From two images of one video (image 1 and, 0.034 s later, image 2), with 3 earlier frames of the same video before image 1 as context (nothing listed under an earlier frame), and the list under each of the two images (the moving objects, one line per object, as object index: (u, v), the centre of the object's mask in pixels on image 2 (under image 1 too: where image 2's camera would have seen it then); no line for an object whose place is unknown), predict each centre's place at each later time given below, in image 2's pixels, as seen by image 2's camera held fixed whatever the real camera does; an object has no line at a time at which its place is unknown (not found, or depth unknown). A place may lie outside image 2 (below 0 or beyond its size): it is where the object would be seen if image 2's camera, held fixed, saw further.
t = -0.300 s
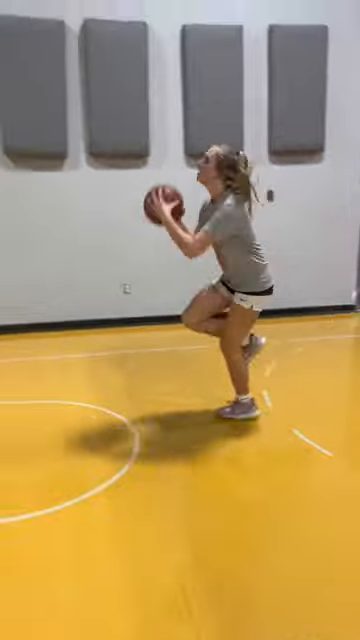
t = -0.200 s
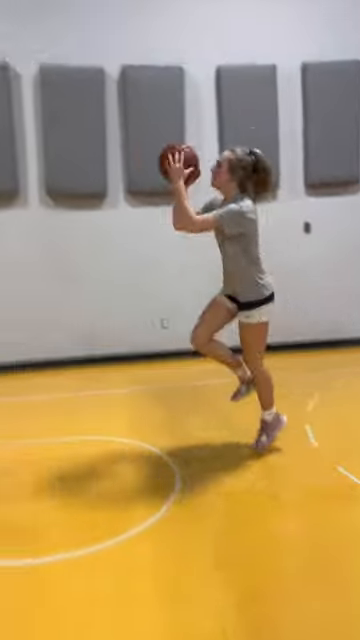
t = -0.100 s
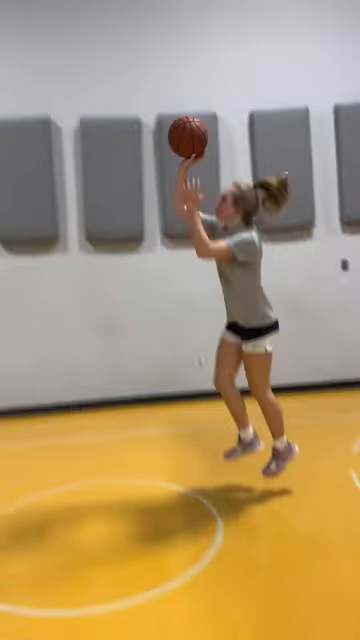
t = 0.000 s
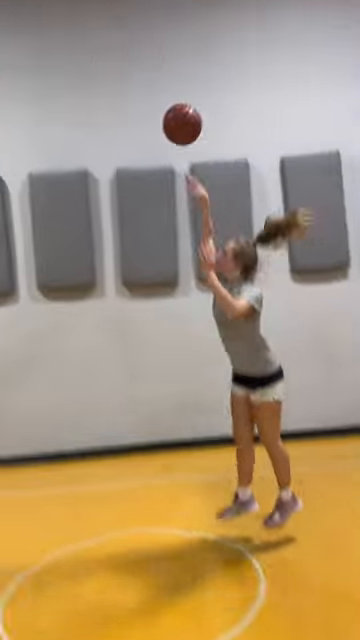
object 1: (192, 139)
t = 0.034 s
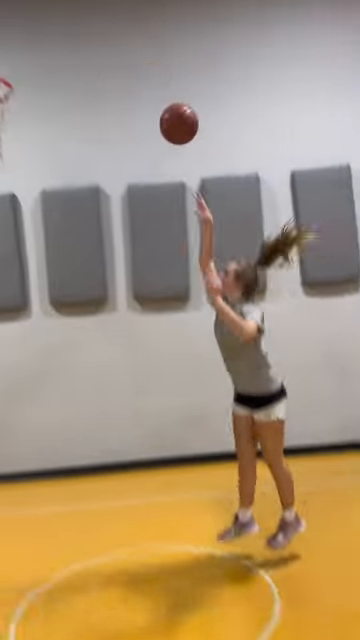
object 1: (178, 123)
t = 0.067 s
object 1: (165, 109)
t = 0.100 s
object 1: (152, 96)
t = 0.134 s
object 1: (139, 86)
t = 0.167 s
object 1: (127, 77)
